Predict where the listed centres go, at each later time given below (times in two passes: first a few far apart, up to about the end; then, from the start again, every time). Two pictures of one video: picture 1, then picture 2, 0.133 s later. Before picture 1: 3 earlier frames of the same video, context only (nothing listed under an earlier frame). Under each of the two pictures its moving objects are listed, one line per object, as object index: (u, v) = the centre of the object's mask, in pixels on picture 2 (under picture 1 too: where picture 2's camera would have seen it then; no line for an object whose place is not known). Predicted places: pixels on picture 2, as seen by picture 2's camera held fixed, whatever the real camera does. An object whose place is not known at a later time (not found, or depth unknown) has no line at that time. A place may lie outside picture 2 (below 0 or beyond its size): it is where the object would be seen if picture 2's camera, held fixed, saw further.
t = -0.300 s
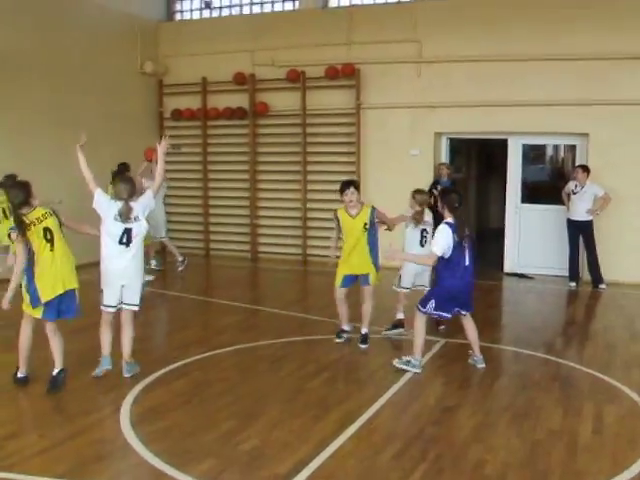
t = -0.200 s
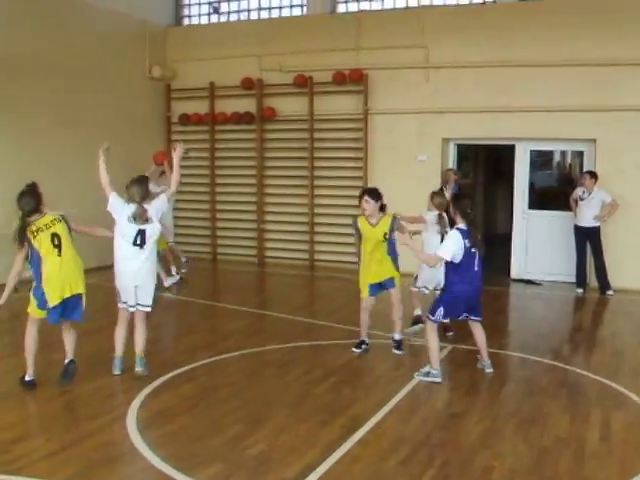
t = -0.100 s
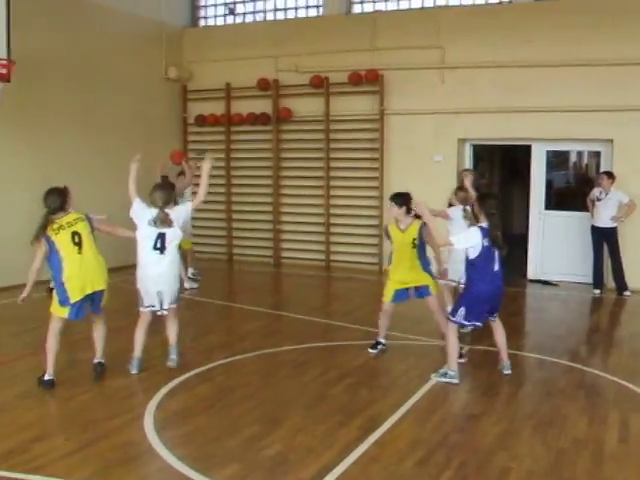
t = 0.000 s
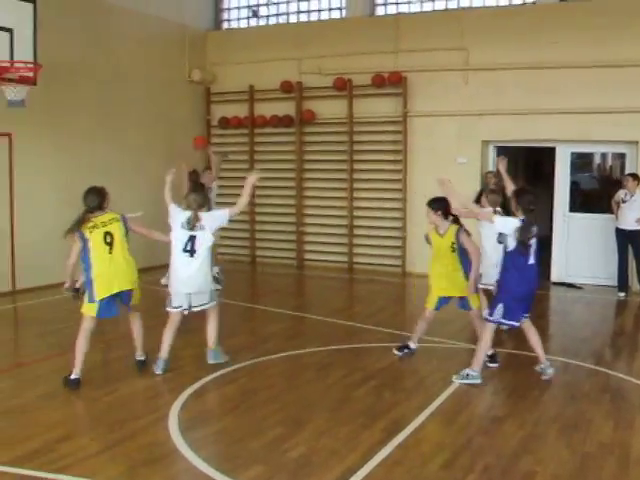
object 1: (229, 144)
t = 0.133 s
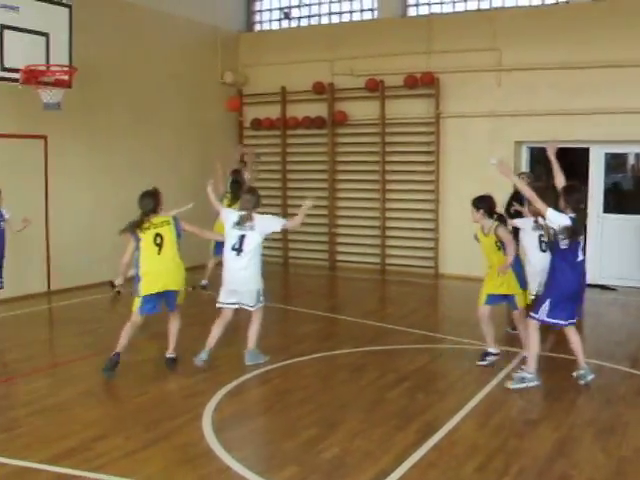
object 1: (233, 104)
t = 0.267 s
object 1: (240, 73)
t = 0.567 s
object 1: (247, 39)
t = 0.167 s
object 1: (236, 95)
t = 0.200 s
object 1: (236, 87)
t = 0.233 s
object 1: (238, 79)
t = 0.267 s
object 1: (240, 73)
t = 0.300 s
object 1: (241, 66)
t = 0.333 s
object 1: (241, 60)
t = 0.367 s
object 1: (242, 54)
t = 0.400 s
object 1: (244, 49)
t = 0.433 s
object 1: (244, 45)
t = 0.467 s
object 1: (245, 44)
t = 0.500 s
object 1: (246, 42)
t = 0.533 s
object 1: (247, 40)
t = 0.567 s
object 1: (247, 39)
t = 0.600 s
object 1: (248, 40)
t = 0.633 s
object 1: (249, 42)
